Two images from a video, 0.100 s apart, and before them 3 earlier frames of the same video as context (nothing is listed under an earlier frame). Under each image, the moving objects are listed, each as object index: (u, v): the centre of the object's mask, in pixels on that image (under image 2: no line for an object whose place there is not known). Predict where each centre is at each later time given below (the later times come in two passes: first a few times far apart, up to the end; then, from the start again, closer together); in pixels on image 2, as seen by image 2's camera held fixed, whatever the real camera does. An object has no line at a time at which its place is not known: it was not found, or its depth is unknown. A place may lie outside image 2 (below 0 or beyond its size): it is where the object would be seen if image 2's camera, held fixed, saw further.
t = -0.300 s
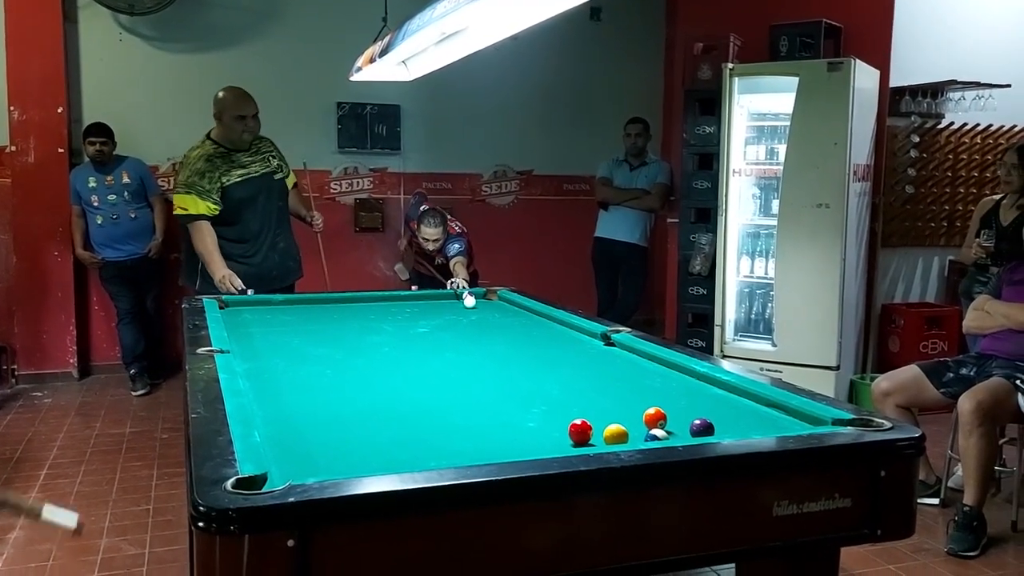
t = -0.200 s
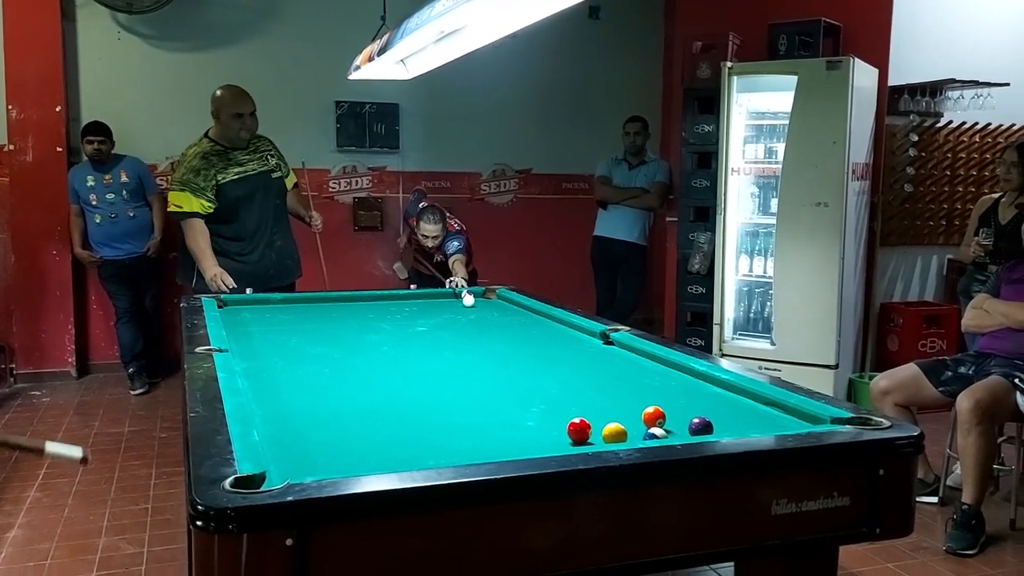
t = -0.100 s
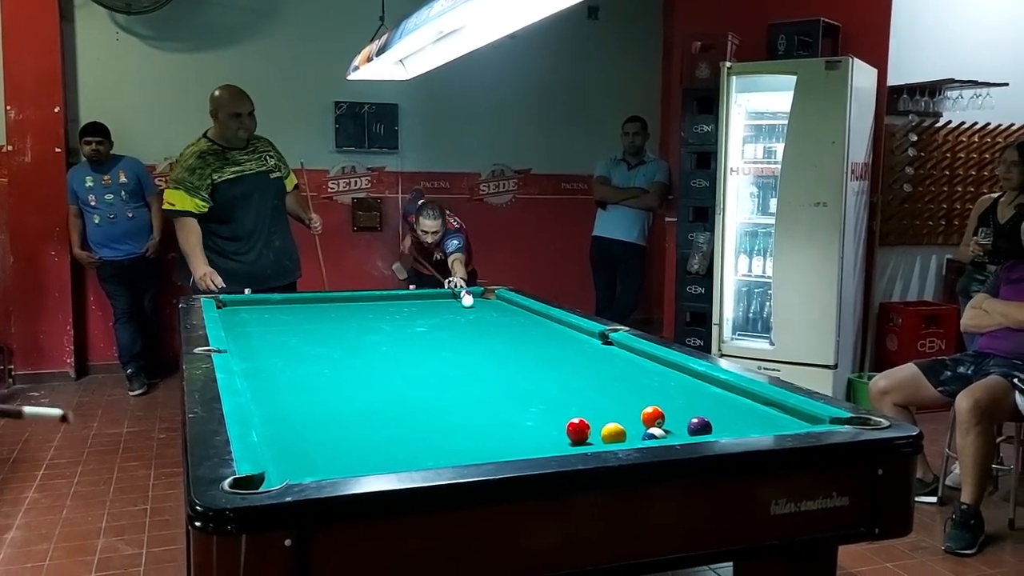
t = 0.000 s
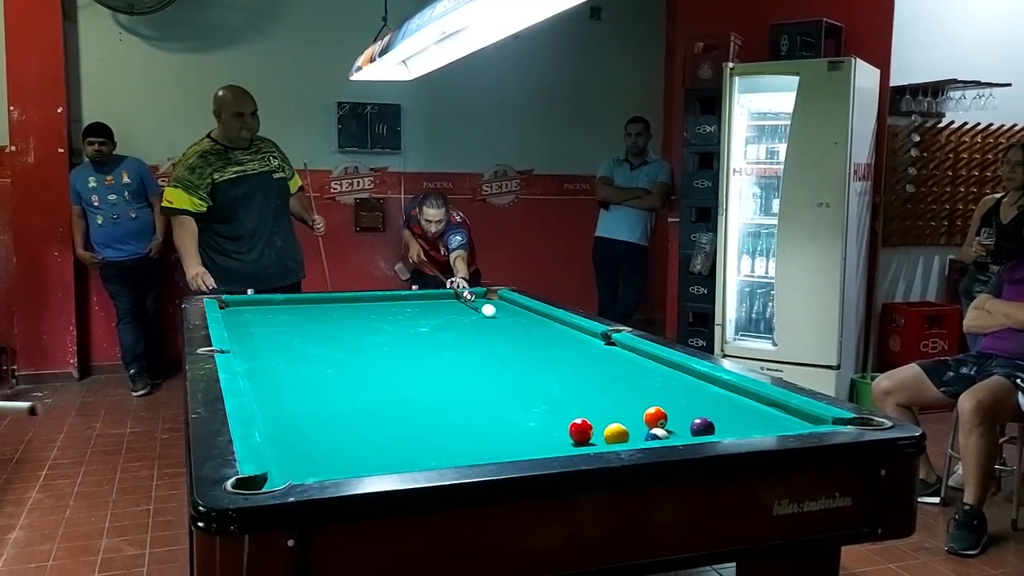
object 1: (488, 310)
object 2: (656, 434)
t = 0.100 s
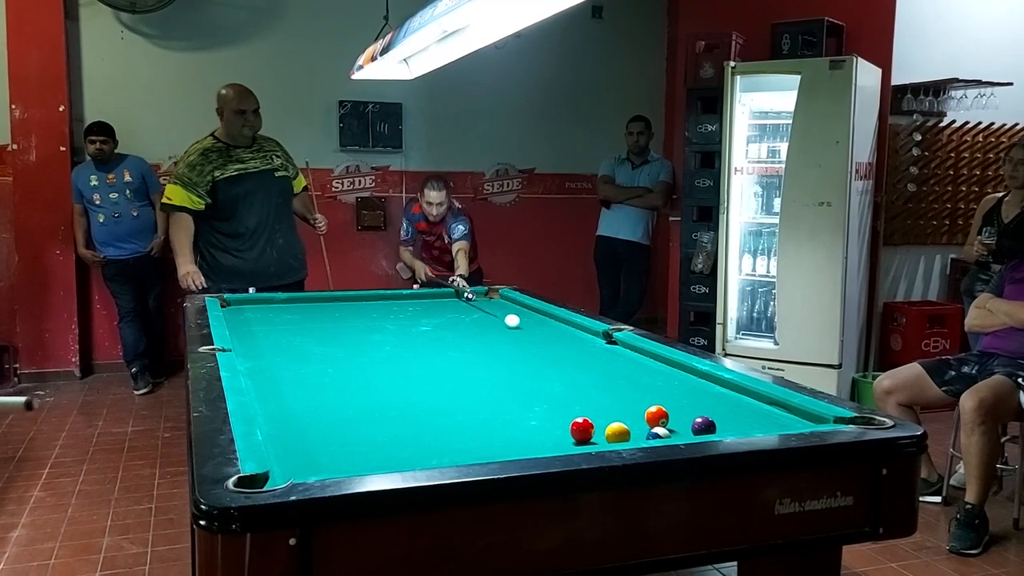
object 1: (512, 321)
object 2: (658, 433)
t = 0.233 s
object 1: (543, 336)
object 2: (658, 433)
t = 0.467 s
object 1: (601, 366)
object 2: (658, 433)
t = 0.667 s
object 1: (664, 397)
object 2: (658, 433)
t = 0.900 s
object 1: (772, 425)
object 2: (658, 433)
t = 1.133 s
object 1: (761, 412)
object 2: (642, 435)
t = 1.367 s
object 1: (753, 396)
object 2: (625, 436)
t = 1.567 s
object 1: (724, 389)
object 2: (615, 437)
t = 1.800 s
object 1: (693, 382)
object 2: (603, 438)
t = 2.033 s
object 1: (665, 376)
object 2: (595, 438)
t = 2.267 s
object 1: (640, 371)
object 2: (590, 439)
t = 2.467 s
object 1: (621, 367)
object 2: (589, 439)
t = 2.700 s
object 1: (599, 362)
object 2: (589, 439)
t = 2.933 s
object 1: (582, 359)
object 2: (590, 439)
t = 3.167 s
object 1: (566, 355)
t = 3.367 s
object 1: (554, 353)
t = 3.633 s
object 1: (540, 350)
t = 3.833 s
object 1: (531, 348)
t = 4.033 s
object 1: (523, 346)
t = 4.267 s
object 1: (515, 345)
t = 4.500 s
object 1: (510, 344)
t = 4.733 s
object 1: (504, 343)
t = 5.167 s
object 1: (498, 342)
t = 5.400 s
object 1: (496, 343)
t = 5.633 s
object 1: (495, 343)
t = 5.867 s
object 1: (495, 342)
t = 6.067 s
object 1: (495, 342)
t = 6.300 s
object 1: (495, 343)
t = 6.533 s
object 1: (496, 343)
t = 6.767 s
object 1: (495, 343)
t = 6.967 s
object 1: (495, 343)
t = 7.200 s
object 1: (495, 343)
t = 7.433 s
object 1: (495, 343)
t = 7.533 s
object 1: (495, 343)
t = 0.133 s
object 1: (520, 325)
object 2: (658, 433)
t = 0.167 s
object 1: (528, 328)
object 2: (658, 433)
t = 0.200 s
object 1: (535, 332)
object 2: (658, 433)
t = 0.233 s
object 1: (543, 336)
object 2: (658, 433)
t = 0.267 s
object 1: (551, 340)
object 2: (658, 433)
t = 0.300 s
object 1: (559, 344)
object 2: (658, 433)
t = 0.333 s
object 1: (568, 349)
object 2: (658, 433)
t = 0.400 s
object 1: (584, 357)
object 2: (658, 433)
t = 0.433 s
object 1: (592, 361)
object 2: (658, 433)
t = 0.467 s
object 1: (601, 366)
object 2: (658, 433)
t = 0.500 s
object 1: (611, 371)
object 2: (658, 433)
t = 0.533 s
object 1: (620, 376)
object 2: (658, 433)
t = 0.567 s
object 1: (630, 381)
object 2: (658, 433)
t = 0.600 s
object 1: (640, 386)
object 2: (658, 433)
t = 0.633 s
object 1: (652, 392)
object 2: (658, 433)
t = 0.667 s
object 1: (664, 397)
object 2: (658, 433)
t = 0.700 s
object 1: (676, 405)
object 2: (658, 433)
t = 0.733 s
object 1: (689, 411)
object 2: (658, 433)
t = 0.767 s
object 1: (701, 413)
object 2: (658, 433)
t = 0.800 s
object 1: (720, 421)
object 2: (658, 433)
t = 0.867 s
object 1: (756, 424)
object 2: (658, 433)
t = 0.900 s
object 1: (772, 425)
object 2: (658, 433)
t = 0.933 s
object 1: (770, 423)
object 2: (655, 434)
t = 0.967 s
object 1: (767, 422)
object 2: (653, 434)
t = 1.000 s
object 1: (766, 420)
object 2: (650, 434)
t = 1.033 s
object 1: (764, 418)
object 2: (647, 434)
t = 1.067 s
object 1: (763, 416)
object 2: (645, 434)
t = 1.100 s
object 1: (762, 414)
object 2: (642, 435)
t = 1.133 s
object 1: (761, 412)
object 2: (642, 435)
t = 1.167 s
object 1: (759, 410)
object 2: (638, 435)
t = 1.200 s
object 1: (758, 407)
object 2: (636, 436)
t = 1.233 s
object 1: (757, 405)
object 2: (633, 436)
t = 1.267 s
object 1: (756, 403)
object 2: (631, 436)
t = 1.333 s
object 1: (754, 399)
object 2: (627, 436)
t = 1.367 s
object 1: (753, 396)
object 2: (625, 436)
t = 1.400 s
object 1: (750, 394)
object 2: (623, 436)
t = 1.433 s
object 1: (745, 393)
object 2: (621, 437)
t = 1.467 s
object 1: (739, 393)
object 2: (620, 437)
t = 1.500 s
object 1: (734, 391)
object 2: (618, 437)
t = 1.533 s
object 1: (729, 391)
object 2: (616, 437)
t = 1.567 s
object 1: (724, 389)
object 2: (615, 437)
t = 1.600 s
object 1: (719, 388)
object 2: (613, 437)
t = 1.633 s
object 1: (715, 387)
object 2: (611, 437)
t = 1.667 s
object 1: (710, 386)
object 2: (609, 438)
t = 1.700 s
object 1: (706, 385)
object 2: (608, 437)
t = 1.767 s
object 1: (698, 383)
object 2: (605, 437)
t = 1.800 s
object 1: (693, 382)
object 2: (603, 438)
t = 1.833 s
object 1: (689, 382)
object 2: (602, 438)
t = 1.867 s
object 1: (685, 381)
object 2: (601, 438)
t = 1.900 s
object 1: (681, 380)
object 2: (600, 438)
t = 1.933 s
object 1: (677, 379)
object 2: (598, 438)
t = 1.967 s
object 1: (673, 378)
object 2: (597, 438)
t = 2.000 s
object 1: (669, 377)
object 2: (596, 438)
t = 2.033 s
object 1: (665, 376)
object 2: (595, 438)
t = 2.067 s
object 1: (661, 375)
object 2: (594, 438)
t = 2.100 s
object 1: (658, 375)
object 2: (593, 439)
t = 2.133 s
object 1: (654, 374)
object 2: (591, 439)
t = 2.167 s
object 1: (650, 373)
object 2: (592, 439)
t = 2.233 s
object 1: (643, 371)
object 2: (591, 439)
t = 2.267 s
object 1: (640, 371)
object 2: (590, 439)
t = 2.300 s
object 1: (637, 370)
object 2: (590, 439)
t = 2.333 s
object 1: (633, 369)
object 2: (589, 439)
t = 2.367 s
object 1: (630, 369)
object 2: (589, 439)
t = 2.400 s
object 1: (627, 368)
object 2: (589, 439)
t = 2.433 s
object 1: (624, 367)
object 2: (589, 439)
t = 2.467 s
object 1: (621, 367)
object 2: (589, 439)
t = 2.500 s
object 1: (617, 366)
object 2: (589, 439)
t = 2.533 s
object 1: (614, 366)
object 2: (589, 439)
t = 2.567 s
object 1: (611, 365)
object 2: (589, 439)
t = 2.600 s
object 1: (608, 364)
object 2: (589, 439)
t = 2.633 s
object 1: (605, 364)
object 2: (589, 439)
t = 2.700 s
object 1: (599, 362)
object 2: (589, 439)
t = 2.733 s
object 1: (597, 362)
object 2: (589, 439)
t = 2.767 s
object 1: (594, 361)
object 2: (589, 439)
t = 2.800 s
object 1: (592, 360)
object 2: (589, 439)
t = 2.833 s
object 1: (589, 360)
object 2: (589, 438)
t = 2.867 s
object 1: (587, 360)
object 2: (590, 439)
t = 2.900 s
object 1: (584, 359)
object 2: (589, 439)
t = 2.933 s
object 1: (582, 359)
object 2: (590, 439)
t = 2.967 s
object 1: (579, 358)
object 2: (589, 439)
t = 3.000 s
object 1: (577, 358)
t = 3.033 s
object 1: (575, 357)
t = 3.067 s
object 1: (572, 357)
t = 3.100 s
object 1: (570, 356)
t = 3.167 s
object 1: (566, 355)
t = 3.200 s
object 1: (564, 355)
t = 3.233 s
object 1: (562, 354)
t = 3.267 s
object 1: (559, 354)
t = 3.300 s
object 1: (557, 353)
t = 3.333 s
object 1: (555, 353)
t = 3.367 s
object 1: (554, 353)
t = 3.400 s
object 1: (552, 352)
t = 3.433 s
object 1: (550, 352)
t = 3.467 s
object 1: (548, 351)
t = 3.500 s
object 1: (546, 351)
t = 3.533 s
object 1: (545, 351)
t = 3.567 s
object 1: (544, 350)
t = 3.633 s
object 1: (540, 350)
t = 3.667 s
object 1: (539, 350)
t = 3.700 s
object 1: (537, 349)
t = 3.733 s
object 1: (536, 349)
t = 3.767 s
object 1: (534, 349)
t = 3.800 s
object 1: (533, 348)
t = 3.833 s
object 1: (531, 348)
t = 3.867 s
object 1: (530, 348)
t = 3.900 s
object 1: (529, 347)
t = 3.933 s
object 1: (527, 347)
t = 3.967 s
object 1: (526, 347)
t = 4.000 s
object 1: (525, 346)
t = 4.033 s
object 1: (523, 346)
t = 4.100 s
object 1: (521, 346)
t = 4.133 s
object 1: (520, 346)
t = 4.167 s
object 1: (519, 346)
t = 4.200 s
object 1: (517, 345)
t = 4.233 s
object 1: (516, 345)
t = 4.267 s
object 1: (515, 345)
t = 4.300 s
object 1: (514, 345)
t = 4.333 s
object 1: (513, 345)
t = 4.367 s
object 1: (513, 345)
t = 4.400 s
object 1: (512, 345)
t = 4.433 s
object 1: (511, 344)
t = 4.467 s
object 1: (510, 344)
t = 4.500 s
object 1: (510, 344)
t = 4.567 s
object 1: (508, 344)
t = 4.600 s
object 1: (507, 344)
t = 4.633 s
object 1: (506, 344)
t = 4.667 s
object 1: (506, 344)
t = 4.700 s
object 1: (505, 344)
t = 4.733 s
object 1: (504, 343)
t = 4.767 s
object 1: (503, 343)
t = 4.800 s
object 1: (503, 343)
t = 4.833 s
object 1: (503, 343)
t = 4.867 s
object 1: (502, 343)
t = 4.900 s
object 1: (501, 343)
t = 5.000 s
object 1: (500, 343)
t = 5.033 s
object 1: (499, 343)
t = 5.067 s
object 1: (499, 343)
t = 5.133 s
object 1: (498, 343)
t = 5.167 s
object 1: (498, 342)
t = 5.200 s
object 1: (497, 343)
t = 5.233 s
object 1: (497, 342)
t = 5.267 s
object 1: (497, 342)
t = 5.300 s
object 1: (496, 342)
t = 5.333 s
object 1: (496, 342)
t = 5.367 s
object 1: (496, 343)
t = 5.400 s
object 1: (496, 343)
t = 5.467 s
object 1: (495, 343)
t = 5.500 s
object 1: (495, 343)
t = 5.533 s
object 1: (495, 343)
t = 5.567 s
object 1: (495, 343)
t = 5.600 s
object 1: (495, 343)
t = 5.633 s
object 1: (495, 343)
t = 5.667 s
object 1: (495, 343)
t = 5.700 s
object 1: (495, 343)
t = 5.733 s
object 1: (495, 342)
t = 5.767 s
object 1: (495, 342)
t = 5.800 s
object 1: (495, 343)
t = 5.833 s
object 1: (495, 342)
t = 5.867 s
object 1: (495, 342)
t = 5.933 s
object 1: (495, 343)
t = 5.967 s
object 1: (495, 342)
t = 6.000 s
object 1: (495, 342)
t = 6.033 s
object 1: (495, 342)
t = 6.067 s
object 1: (495, 342)
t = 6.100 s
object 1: (495, 342)
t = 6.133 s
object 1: (495, 343)
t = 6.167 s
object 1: (495, 343)
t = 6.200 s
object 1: (495, 342)
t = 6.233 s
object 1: (495, 342)
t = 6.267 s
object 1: (495, 343)
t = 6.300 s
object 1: (495, 343)
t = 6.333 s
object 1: (495, 343)
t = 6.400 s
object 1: (495, 343)
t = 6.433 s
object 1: (496, 343)
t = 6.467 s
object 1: (496, 343)
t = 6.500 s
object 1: (496, 343)
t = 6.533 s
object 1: (496, 343)
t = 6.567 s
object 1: (496, 343)
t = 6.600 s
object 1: (496, 343)
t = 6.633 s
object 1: (496, 343)
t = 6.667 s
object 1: (496, 343)
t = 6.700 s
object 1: (496, 343)
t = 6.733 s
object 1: (496, 343)
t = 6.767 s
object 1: (495, 343)
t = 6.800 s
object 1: (495, 343)
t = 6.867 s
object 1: (495, 343)
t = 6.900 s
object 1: (495, 343)
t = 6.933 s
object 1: (496, 343)
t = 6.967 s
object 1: (495, 343)
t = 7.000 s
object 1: (495, 343)
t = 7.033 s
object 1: (495, 343)
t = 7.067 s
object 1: (496, 343)
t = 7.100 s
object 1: (495, 343)
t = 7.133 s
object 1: (495, 343)
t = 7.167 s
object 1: (495, 343)
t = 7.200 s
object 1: (495, 343)
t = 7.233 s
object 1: (495, 342)
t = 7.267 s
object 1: (495, 343)
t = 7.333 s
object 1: (495, 343)
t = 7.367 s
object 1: (495, 343)
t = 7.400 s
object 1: (495, 343)
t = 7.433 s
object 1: (495, 343)
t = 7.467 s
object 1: (495, 343)
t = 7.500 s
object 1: (495, 343)
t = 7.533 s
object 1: (495, 343)
